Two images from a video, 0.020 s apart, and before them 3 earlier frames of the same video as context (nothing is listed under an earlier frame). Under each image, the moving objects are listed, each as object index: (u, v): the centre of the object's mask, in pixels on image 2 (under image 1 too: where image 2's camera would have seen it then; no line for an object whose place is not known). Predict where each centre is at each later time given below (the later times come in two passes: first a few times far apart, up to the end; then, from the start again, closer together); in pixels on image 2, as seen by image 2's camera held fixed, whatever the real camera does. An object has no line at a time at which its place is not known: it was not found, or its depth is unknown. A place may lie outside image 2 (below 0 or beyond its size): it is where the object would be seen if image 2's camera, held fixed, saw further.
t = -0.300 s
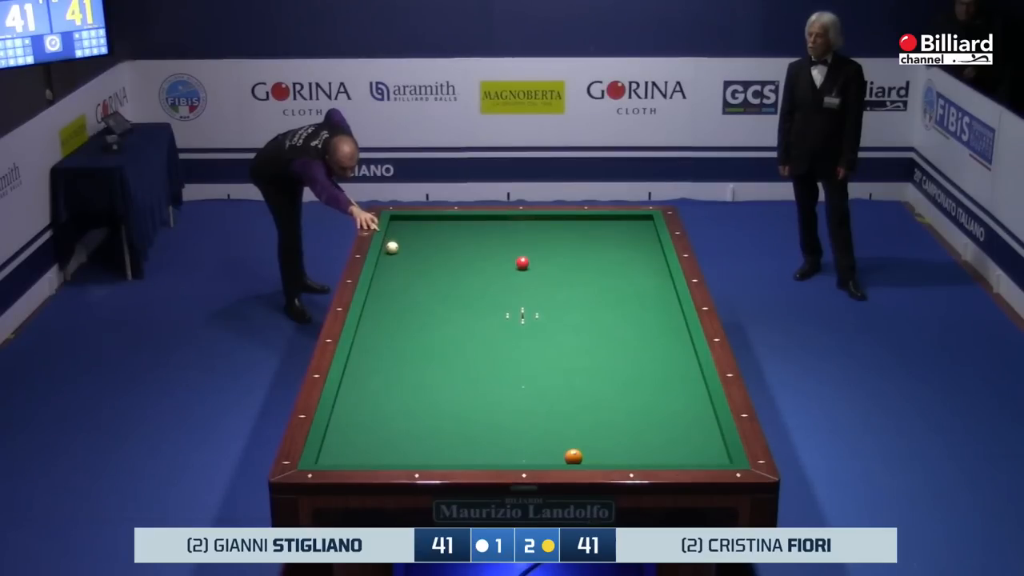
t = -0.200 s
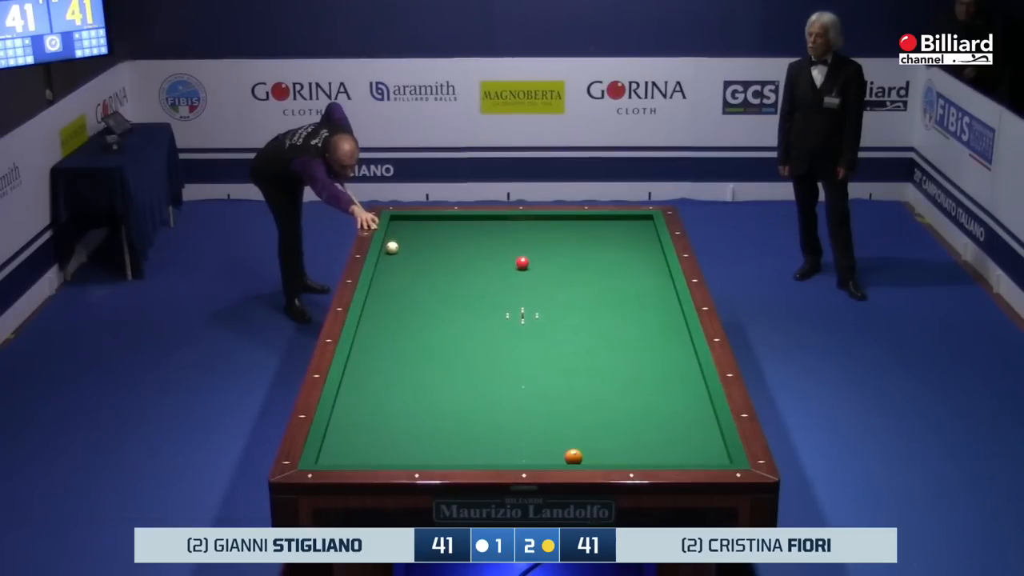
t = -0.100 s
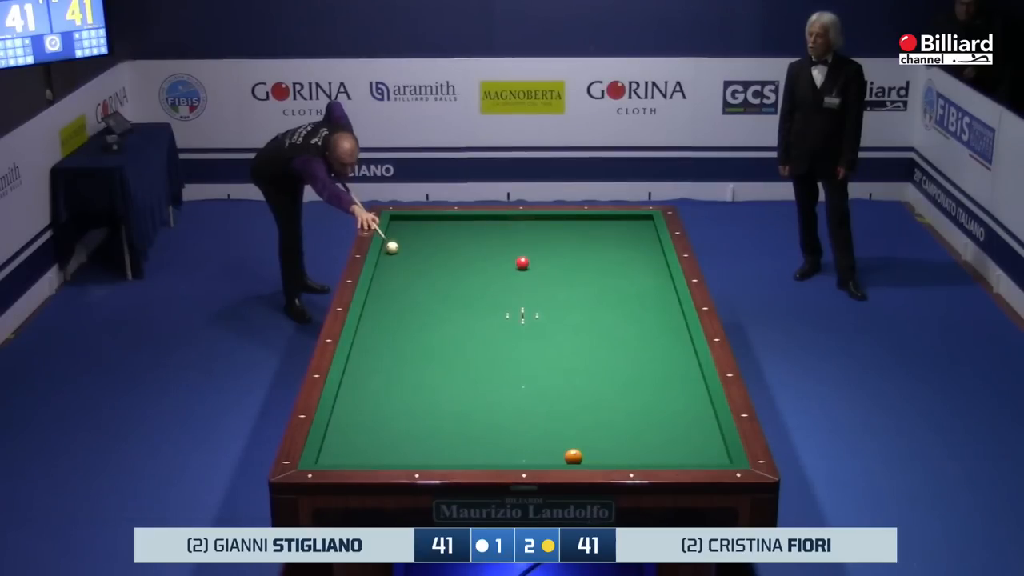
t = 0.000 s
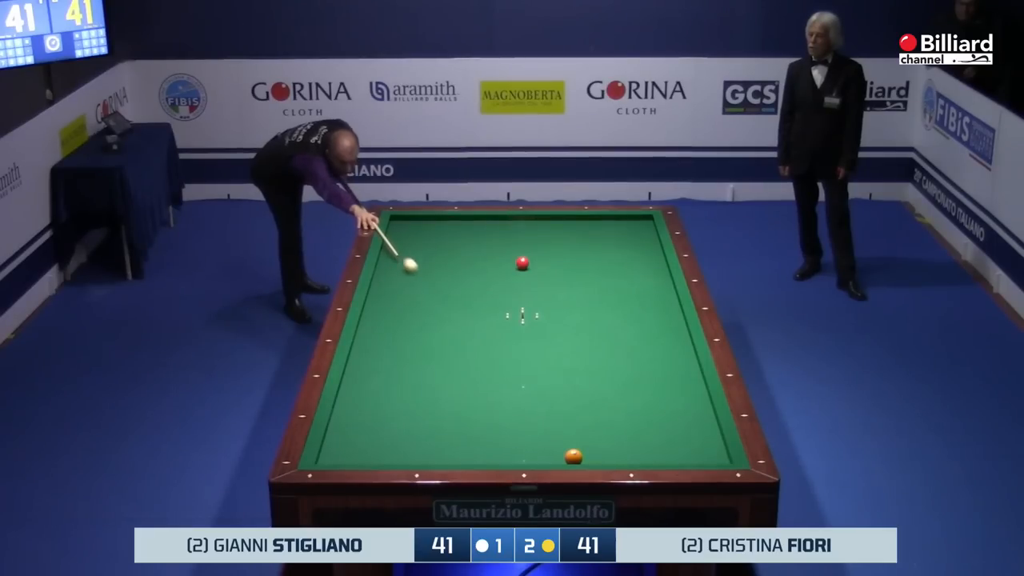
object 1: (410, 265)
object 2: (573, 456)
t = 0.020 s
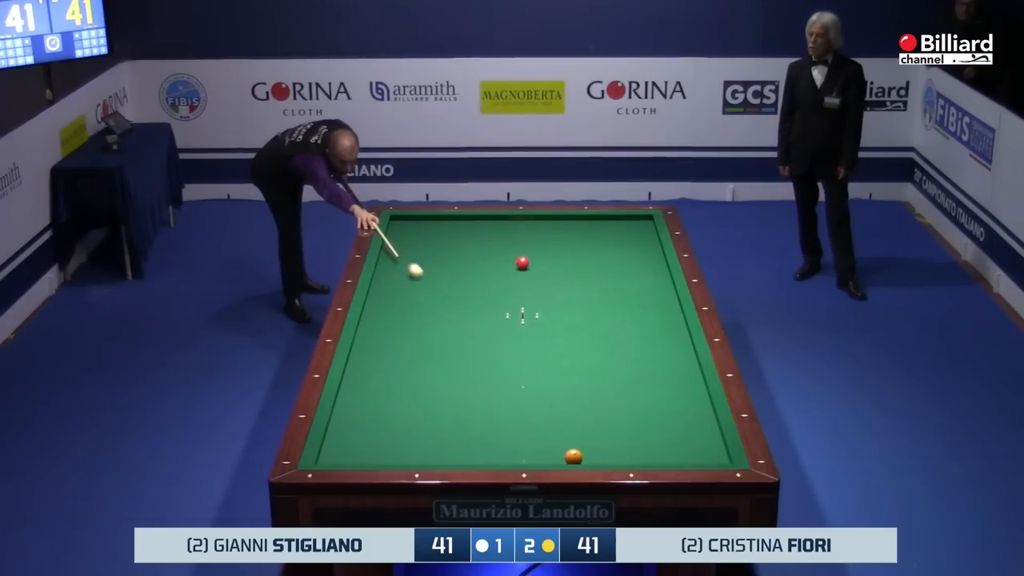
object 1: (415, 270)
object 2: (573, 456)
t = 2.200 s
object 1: (410, 308)
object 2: (409, 352)
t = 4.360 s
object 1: (522, 248)
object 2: (435, 271)
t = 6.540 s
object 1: (632, 219)
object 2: (504, 224)
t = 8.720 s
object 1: (630, 230)
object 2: (547, 231)
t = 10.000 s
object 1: (624, 232)
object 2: (561, 237)
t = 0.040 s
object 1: (420, 276)
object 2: (573, 456)
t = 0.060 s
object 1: (425, 281)
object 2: (573, 456)
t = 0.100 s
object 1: (436, 293)
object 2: (573, 456)
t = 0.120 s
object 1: (442, 299)
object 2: (573, 456)
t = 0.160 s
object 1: (453, 311)
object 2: (573, 456)
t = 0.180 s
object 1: (459, 316)
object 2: (573, 456)
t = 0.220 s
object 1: (470, 329)
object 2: (573, 456)
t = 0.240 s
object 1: (476, 335)
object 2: (573, 456)
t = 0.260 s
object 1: (482, 341)
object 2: (573, 456)
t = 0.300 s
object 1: (495, 355)
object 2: (573, 456)
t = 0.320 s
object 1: (501, 361)
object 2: (573, 456)
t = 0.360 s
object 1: (514, 376)
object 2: (573, 456)
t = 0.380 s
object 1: (521, 383)
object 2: (573, 456)
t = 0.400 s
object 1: (528, 390)
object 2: (573, 456)
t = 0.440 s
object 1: (543, 406)
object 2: (573, 456)
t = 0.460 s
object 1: (551, 414)
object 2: (573, 457)
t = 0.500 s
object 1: (566, 431)
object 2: (573, 456)
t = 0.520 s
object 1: (574, 439)
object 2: (573, 456)
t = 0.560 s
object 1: (596, 454)
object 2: (569, 458)
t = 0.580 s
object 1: (609, 458)
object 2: (564, 459)
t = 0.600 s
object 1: (619, 456)
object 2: (560, 458)
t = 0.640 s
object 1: (635, 447)
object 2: (555, 455)
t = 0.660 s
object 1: (642, 442)
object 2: (551, 454)
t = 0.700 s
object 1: (657, 432)
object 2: (546, 451)
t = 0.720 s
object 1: (664, 428)
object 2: (544, 449)
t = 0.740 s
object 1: (671, 423)
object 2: (541, 447)
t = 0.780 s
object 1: (685, 415)
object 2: (537, 444)
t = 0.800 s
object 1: (692, 411)
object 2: (534, 442)
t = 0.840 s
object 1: (705, 404)
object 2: (530, 439)
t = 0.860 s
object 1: (700, 400)
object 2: (528, 438)
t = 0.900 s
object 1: (685, 395)
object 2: (524, 435)
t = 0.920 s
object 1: (677, 392)
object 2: (522, 433)
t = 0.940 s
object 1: (671, 390)
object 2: (519, 432)
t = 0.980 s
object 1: (657, 385)
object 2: (515, 429)
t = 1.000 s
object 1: (651, 383)
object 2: (513, 427)
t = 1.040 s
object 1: (639, 379)
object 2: (509, 424)
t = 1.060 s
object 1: (633, 377)
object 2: (507, 423)
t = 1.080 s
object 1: (627, 375)
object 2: (505, 421)
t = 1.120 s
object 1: (616, 371)
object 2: (501, 418)
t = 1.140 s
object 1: (611, 369)
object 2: (499, 417)
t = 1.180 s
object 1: (601, 366)
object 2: (495, 414)
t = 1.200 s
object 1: (596, 365)
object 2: (493, 413)
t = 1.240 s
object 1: (587, 362)
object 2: (489, 410)
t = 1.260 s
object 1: (583, 361)
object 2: (487, 408)
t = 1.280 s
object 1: (579, 359)
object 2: (486, 407)
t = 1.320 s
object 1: (570, 357)
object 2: (482, 405)
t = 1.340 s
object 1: (566, 355)
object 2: (480, 403)
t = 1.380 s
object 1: (558, 353)
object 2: (476, 400)
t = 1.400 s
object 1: (554, 352)
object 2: (475, 399)
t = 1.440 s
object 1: (546, 350)
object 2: (471, 396)
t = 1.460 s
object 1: (542, 348)
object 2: (469, 395)
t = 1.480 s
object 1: (538, 347)
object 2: (467, 394)
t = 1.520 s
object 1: (530, 345)
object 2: (464, 391)
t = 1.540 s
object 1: (526, 344)
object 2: (462, 390)
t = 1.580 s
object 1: (519, 341)
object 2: (459, 388)
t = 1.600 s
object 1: (515, 340)
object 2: (457, 387)
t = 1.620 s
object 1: (511, 339)
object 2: (455, 385)
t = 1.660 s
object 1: (504, 337)
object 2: (452, 383)
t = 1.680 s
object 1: (500, 335)
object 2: (450, 382)
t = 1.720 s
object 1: (493, 333)
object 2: (447, 379)
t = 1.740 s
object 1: (489, 332)
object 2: (445, 378)
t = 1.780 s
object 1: (482, 330)
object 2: (442, 375)
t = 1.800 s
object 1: (478, 329)
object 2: (440, 374)
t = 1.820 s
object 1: (475, 328)
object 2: (438, 373)
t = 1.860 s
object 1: (468, 325)
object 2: (435, 371)
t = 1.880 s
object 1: (464, 324)
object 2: (434, 370)
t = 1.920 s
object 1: (457, 322)
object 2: (430, 367)
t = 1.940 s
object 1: (454, 321)
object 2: (429, 366)
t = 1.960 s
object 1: (450, 320)
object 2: (427, 365)
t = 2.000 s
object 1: (443, 318)
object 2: (424, 363)
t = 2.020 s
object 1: (440, 317)
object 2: (423, 362)
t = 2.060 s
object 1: (433, 315)
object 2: (420, 360)
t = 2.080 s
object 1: (430, 314)
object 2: (418, 358)
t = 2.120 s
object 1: (423, 312)
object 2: (415, 356)
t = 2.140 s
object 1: (420, 311)
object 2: (414, 355)
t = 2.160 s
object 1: (417, 310)
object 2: (412, 354)
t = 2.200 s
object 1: (410, 308)
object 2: (409, 352)
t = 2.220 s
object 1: (407, 307)
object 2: (408, 351)
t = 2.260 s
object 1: (401, 305)
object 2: (405, 349)
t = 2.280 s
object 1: (397, 304)
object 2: (403, 348)
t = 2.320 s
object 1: (391, 302)
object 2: (401, 346)
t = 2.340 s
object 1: (388, 301)
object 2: (399, 345)
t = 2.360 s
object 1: (385, 301)
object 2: (398, 344)
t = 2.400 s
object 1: (379, 298)
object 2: (395, 342)
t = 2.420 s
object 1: (375, 297)
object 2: (393, 341)
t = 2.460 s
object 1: (372, 296)
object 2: (391, 339)
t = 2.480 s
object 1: (375, 296)
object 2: (389, 338)
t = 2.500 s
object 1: (378, 295)
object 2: (388, 337)
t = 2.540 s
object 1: (384, 294)
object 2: (385, 335)
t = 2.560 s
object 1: (386, 293)
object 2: (384, 334)
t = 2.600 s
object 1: (390, 292)
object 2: (381, 332)
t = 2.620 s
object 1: (392, 291)
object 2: (380, 331)
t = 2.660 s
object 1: (396, 290)
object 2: (378, 329)
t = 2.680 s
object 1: (397, 289)
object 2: (376, 328)
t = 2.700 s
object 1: (399, 289)
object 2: (375, 327)
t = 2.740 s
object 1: (403, 288)
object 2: (372, 326)
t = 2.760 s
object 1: (404, 287)
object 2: (371, 325)
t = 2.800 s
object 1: (408, 286)
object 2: (369, 323)
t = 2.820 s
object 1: (409, 286)
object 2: (367, 322)
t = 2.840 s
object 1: (411, 285)
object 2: (366, 321)
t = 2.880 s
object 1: (415, 284)
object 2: (365, 319)
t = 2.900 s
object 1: (416, 283)
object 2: (367, 319)
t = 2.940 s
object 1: (420, 282)
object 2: (369, 317)
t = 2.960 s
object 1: (421, 282)
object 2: (370, 316)
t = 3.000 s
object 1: (424, 281)
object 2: (372, 315)
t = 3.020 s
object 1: (426, 280)
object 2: (373, 314)
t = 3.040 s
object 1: (428, 279)
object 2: (374, 313)
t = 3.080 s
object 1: (431, 278)
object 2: (377, 312)
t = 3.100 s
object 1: (433, 278)
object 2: (378, 311)
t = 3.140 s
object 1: (436, 277)
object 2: (380, 310)
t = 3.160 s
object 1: (437, 276)
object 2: (381, 309)
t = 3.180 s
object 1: (439, 276)
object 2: (382, 308)
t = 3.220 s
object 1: (442, 275)
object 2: (384, 307)
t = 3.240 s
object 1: (444, 274)
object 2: (385, 306)
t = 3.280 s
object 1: (447, 273)
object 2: (387, 305)
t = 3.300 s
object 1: (448, 273)
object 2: (388, 304)
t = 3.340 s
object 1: (451, 272)
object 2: (390, 303)
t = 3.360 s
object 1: (453, 271)
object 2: (391, 302)
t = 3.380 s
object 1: (454, 271)
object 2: (392, 301)
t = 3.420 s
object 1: (457, 270)
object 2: (394, 300)
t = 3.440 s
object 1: (459, 269)
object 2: (395, 299)
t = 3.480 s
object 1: (462, 268)
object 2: (397, 298)
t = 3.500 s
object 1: (463, 268)
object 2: (398, 297)
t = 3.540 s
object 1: (466, 267)
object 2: (399, 296)
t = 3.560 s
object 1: (468, 266)
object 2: (400, 295)
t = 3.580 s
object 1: (469, 265)
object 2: (401, 295)
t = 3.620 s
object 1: (472, 265)
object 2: (403, 293)
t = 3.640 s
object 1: (474, 264)
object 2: (404, 293)
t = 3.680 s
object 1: (477, 263)
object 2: (406, 292)
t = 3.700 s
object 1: (478, 263)
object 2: (407, 291)
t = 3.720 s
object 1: (479, 262)
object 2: (408, 290)
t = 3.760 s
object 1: (482, 262)
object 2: (410, 289)
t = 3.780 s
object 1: (484, 261)
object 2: (410, 288)
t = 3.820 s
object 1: (486, 260)
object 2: (412, 287)
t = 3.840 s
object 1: (488, 260)
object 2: (413, 287)
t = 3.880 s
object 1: (491, 259)
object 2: (415, 285)
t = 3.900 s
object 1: (492, 259)
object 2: (416, 285)
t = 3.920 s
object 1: (493, 258)
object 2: (417, 284)
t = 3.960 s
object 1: (496, 257)
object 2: (418, 283)
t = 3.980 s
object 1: (497, 257)
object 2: (419, 282)
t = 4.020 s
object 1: (500, 256)
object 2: (421, 281)
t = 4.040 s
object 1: (501, 255)
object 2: (422, 280)
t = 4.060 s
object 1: (502, 255)
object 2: (423, 280)
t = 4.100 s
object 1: (505, 254)
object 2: (424, 279)
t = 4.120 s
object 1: (506, 253)
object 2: (425, 278)
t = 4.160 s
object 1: (509, 253)
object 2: (427, 277)
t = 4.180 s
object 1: (510, 252)
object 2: (427, 276)
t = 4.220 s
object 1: (513, 251)
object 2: (429, 275)
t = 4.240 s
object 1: (514, 251)
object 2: (430, 275)
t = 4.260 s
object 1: (515, 250)
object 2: (431, 274)
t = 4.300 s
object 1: (518, 249)
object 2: (432, 273)
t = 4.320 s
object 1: (519, 249)
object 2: (433, 272)
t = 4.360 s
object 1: (522, 248)
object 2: (435, 271)
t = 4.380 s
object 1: (523, 248)
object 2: (436, 271)
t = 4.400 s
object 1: (524, 247)
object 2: (436, 270)
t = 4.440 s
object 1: (527, 247)
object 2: (438, 269)
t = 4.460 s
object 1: (528, 246)
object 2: (439, 269)
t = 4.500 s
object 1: (531, 246)
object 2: (440, 267)
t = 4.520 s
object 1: (532, 245)
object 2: (441, 267)
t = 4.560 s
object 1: (534, 245)
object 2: (442, 266)
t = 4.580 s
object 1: (536, 244)
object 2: (443, 265)
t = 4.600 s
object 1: (537, 244)
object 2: (444, 265)
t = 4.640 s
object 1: (539, 243)
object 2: (445, 264)
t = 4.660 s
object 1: (540, 243)
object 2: (446, 263)
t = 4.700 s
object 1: (543, 242)
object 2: (447, 262)
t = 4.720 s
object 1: (544, 242)
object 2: (448, 262)
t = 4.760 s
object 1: (546, 241)
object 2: (450, 261)
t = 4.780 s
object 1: (547, 240)
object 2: (450, 260)
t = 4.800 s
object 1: (548, 240)
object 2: (451, 260)
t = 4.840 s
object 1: (551, 239)
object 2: (453, 259)
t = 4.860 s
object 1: (552, 239)
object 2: (453, 258)
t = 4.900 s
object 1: (554, 238)
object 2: (454, 257)
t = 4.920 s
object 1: (555, 238)
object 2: (455, 257)
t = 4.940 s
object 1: (557, 238)
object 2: (456, 257)
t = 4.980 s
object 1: (559, 237)
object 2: (458, 256)
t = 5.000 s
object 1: (560, 236)
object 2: (458, 255)
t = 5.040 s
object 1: (562, 236)
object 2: (460, 254)
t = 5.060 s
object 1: (563, 235)
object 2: (460, 254)
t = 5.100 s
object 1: (565, 235)
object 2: (462, 253)
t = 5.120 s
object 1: (566, 234)
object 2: (462, 252)
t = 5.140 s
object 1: (568, 234)
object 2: (463, 252)
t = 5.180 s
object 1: (570, 233)
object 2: (464, 251)
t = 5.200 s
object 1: (571, 233)
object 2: (465, 250)
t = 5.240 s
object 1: (573, 232)
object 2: (466, 250)
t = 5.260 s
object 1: (574, 232)
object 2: (467, 249)
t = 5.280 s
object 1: (575, 231)
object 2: (468, 249)
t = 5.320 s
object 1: (577, 231)
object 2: (469, 248)
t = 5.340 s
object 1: (578, 230)
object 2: (470, 247)
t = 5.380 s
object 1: (580, 230)
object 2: (471, 246)
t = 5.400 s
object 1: (581, 229)
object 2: (471, 246)
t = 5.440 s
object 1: (583, 229)
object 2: (473, 245)
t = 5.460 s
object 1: (584, 229)
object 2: (473, 245)
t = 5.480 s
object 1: (585, 228)
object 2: (474, 244)
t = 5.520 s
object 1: (587, 227)
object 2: (475, 244)
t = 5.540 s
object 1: (588, 227)
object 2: (476, 243)
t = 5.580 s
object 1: (590, 226)
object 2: (477, 242)
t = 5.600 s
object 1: (591, 226)
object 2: (478, 242)
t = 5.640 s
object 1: (593, 225)
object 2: (479, 241)
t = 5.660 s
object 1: (594, 225)
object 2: (480, 241)
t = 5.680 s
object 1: (595, 225)
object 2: (480, 240)
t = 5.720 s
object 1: (597, 224)
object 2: (481, 239)
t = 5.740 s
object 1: (598, 224)
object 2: (482, 239)
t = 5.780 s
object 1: (600, 223)
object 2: (483, 238)
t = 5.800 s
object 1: (601, 223)
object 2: (484, 238)
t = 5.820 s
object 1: (602, 223)
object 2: (484, 237)
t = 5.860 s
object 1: (604, 222)
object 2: (486, 237)
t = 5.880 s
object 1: (605, 222)
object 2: (486, 236)
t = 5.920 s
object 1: (607, 221)
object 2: (487, 236)
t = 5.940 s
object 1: (608, 221)
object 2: (488, 235)
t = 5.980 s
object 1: (609, 220)
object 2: (489, 234)
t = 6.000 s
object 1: (610, 220)
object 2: (490, 234)
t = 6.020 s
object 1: (611, 220)
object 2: (490, 234)
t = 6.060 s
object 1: (613, 219)
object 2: (491, 233)
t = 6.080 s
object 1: (614, 219)
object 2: (492, 232)
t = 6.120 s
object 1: (616, 218)
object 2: (493, 232)
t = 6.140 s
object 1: (617, 218)
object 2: (494, 231)
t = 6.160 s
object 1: (618, 218)
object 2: (494, 231)
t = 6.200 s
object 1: (619, 217)
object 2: (495, 230)
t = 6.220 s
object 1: (620, 217)
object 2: (496, 230)
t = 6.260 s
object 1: (622, 217)
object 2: (497, 229)
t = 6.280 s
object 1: (622, 217)
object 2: (497, 229)
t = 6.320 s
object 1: (624, 218)
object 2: (499, 228)
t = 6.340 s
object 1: (624, 218)
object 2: (499, 228)
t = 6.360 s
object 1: (625, 218)
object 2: (500, 227)
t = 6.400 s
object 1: (626, 218)
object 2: (501, 227)
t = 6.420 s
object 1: (627, 218)
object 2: (501, 226)
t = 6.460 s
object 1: (629, 219)
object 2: (502, 226)
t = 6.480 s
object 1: (630, 219)
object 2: (503, 225)
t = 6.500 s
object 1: (630, 219)
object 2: (503, 225)
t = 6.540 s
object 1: (632, 219)
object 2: (504, 224)
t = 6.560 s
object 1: (632, 220)
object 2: (505, 224)
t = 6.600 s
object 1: (634, 220)
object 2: (506, 223)
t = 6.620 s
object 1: (634, 220)
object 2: (506, 223)
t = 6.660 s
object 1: (635, 220)
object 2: (507, 222)
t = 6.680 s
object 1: (636, 221)
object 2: (508, 222)
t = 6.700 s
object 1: (637, 221)
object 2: (508, 222)
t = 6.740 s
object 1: (638, 221)
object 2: (509, 221)
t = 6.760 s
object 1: (639, 221)
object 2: (510, 221)
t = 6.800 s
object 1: (640, 221)
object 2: (511, 220)
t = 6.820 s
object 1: (641, 221)
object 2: (511, 220)
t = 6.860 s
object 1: (642, 222)
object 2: (512, 219)
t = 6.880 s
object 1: (643, 222)
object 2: (513, 219)
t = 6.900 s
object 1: (644, 222)
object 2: (513, 218)
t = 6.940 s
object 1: (645, 222)
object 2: (514, 218)
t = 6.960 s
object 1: (646, 222)
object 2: (515, 218)
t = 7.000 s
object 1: (647, 223)
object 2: (516, 217)
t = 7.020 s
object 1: (647, 223)
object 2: (516, 218)
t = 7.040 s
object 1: (648, 223)
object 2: (516, 218)
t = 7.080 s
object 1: (649, 223)
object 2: (517, 218)
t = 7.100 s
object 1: (649, 223)
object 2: (517, 218)
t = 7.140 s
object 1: (648, 223)
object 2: (518, 219)
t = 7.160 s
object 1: (648, 224)
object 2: (519, 219)
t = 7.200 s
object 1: (647, 224)
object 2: (520, 219)
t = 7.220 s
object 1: (647, 224)
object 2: (520, 219)
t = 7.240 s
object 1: (647, 224)
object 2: (521, 220)
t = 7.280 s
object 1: (646, 224)
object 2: (521, 220)
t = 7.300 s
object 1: (646, 224)
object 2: (522, 220)
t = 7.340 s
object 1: (646, 225)
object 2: (523, 220)
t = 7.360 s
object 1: (645, 225)
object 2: (523, 221)
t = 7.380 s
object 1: (645, 225)
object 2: (524, 221)
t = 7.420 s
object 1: (644, 225)
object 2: (524, 221)
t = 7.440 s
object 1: (644, 225)
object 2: (525, 221)
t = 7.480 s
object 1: (643, 225)
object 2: (525, 221)
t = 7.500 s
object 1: (643, 225)
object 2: (526, 222)
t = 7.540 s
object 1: (643, 225)
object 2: (527, 222)
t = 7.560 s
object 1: (642, 225)
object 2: (527, 222)
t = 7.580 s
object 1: (642, 226)
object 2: (528, 222)
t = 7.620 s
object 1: (641, 226)
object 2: (528, 223)
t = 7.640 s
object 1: (641, 226)
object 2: (529, 223)
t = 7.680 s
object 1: (641, 226)
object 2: (529, 223)
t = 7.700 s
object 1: (640, 226)
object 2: (530, 223)
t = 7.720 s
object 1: (640, 226)
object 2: (530, 224)
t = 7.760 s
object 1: (640, 227)
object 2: (531, 224)
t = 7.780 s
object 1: (639, 227)
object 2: (531, 224)
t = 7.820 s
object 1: (639, 227)
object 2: (532, 224)
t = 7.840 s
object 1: (639, 227)
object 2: (532, 224)
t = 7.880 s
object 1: (638, 227)
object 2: (533, 225)
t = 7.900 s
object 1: (638, 227)
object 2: (533, 225)
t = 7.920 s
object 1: (638, 227)
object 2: (533, 225)
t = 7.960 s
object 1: (637, 228)
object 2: (534, 225)
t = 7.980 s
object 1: (637, 228)
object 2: (535, 226)
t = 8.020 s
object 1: (637, 228)
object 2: (536, 226)
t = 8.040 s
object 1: (636, 228)
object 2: (536, 226)
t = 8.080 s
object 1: (636, 228)
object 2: (536, 226)
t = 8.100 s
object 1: (636, 228)
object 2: (537, 227)
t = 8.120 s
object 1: (636, 228)
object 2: (537, 227)
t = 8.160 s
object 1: (635, 228)
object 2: (538, 227)
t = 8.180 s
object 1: (635, 228)
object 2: (538, 227)
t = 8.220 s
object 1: (634, 229)
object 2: (539, 227)
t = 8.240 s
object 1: (634, 229)
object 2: (539, 227)
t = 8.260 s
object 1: (634, 229)
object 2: (539, 228)
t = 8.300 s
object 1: (634, 229)
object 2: (540, 228)
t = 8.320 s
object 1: (634, 229)
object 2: (540, 228)
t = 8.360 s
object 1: (633, 229)
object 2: (541, 228)
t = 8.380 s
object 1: (633, 229)
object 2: (541, 228)
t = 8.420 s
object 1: (633, 229)
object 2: (542, 229)
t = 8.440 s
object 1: (633, 229)
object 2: (542, 229)
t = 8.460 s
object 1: (633, 230)
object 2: (543, 229)
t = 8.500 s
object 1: (632, 230)
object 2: (543, 229)
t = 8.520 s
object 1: (632, 230)
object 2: (544, 230)
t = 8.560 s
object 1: (632, 230)
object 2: (544, 230)
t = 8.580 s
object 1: (631, 230)
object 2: (544, 230)
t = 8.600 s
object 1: (631, 230)
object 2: (545, 230)
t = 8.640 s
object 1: (631, 230)
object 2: (545, 230)
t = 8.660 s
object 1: (631, 230)
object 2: (546, 231)
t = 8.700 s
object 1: (630, 230)
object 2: (546, 231)
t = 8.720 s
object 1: (630, 230)
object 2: (547, 231)
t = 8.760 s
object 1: (630, 230)
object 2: (547, 231)
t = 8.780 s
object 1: (630, 230)
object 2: (547, 231)
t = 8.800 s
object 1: (630, 230)
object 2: (548, 231)
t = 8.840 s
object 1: (629, 230)
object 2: (548, 232)
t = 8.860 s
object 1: (629, 230)
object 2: (549, 232)
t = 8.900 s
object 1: (629, 231)
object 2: (549, 232)
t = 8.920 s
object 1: (629, 231)
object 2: (550, 232)
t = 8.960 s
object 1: (629, 231)
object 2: (550, 232)
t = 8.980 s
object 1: (628, 231)
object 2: (550, 232)
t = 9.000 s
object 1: (628, 231)
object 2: (550, 233)
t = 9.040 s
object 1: (628, 231)
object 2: (551, 233)
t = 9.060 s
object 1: (628, 231)
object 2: (551, 233)
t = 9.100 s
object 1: (628, 231)
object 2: (552, 233)
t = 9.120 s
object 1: (628, 231)
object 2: (552, 233)
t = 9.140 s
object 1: (627, 231)
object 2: (552, 233)
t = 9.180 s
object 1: (627, 231)
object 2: (553, 234)
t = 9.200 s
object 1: (627, 231)
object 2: (553, 234)
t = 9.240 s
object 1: (627, 231)
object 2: (554, 234)
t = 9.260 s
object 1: (627, 231)
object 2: (554, 234)
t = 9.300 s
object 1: (627, 231)
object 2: (554, 234)
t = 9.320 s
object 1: (627, 231)
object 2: (554, 234)
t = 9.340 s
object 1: (626, 231)
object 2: (555, 234)
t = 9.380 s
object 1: (626, 231)
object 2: (555, 235)
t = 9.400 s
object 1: (626, 232)
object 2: (555, 235)
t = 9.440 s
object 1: (626, 232)
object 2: (556, 235)
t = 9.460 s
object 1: (626, 232)
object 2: (556, 235)
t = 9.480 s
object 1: (626, 232)
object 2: (556, 235)
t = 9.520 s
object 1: (626, 232)
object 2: (557, 235)
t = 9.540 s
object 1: (626, 232)
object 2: (557, 236)
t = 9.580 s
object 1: (625, 232)
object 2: (557, 236)
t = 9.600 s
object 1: (625, 232)
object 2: (558, 236)
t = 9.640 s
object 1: (625, 232)
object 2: (558, 236)
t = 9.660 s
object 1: (625, 232)
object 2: (558, 236)
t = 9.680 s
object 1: (625, 232)
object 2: (558, 236)
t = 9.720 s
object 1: (625, 232)
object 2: (559, 236)
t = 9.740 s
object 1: (625, 232)
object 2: (559, 236)
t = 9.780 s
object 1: (625, 232)
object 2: (559, 237)
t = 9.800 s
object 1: (625, 232)
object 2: (560, 237)
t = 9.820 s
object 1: (625, 232)
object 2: (560, 237)
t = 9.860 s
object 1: (625, 232)
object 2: (560, 237)
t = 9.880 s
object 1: (624, 232)
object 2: (560, 237)
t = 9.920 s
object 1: (624, 232)
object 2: (561, 237)
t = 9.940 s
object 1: (624, 232)
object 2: (561, 237)
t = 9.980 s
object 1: (624, 232)
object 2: (561, 237)
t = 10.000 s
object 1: (624, 232)
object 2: (561, 237)
